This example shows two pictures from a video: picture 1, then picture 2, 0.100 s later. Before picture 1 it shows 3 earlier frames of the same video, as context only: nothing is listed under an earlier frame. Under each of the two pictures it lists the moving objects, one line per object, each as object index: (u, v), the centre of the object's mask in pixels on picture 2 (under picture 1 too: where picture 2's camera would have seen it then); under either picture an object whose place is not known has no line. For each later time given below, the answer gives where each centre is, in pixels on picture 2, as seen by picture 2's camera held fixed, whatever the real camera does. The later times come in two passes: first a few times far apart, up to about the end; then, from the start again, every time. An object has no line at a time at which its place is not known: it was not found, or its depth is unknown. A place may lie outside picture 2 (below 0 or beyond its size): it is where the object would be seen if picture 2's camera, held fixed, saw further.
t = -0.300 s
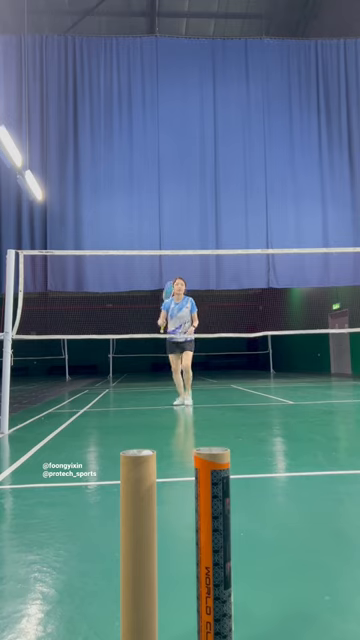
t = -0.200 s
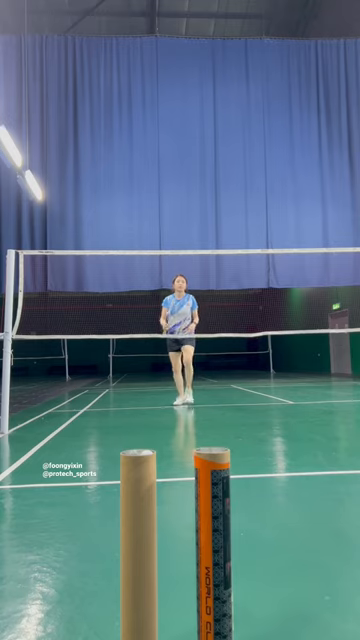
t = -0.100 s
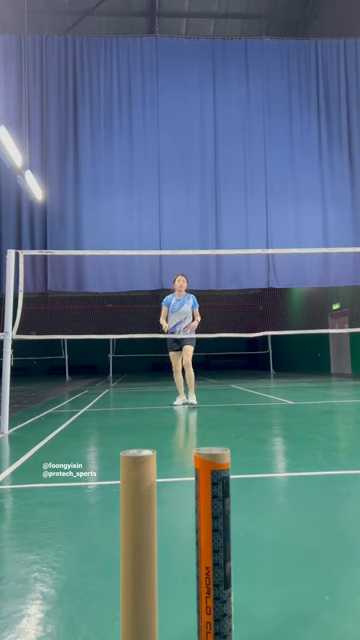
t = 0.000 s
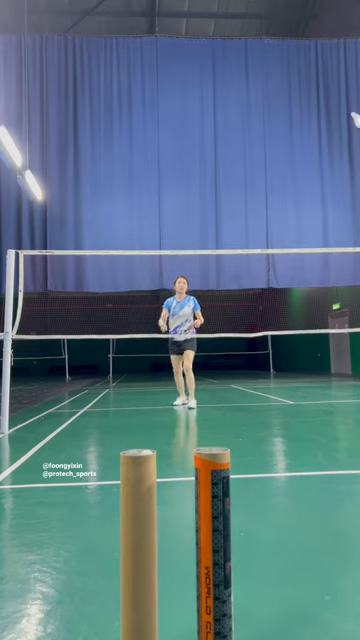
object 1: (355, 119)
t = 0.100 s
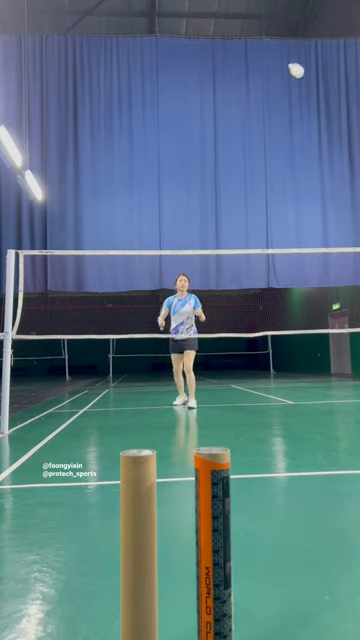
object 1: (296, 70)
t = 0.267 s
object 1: (228, 40)
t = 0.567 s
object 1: (152, 71)
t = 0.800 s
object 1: (118, 144)
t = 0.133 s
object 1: (279, 58)
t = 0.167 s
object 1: (265, 50)
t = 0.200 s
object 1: (252, 45)
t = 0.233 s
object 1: (239, 41)
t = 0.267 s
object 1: (228, 40)
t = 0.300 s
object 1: (217, 39)
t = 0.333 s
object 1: (207, 40)
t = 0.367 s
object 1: (198, 41)
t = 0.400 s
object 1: (189, 44)
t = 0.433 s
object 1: (181, 47)
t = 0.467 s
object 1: (173, 52)
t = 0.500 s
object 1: (166, 57)
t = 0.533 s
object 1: (159, 64)
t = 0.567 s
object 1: (152, 71)
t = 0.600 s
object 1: (147, 80)
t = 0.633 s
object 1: (141, 89)
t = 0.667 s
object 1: (136, 99)
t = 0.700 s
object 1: (131, 109)
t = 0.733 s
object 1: (127, 120)
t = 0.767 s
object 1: (122, 132)
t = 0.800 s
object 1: (118, 144)
